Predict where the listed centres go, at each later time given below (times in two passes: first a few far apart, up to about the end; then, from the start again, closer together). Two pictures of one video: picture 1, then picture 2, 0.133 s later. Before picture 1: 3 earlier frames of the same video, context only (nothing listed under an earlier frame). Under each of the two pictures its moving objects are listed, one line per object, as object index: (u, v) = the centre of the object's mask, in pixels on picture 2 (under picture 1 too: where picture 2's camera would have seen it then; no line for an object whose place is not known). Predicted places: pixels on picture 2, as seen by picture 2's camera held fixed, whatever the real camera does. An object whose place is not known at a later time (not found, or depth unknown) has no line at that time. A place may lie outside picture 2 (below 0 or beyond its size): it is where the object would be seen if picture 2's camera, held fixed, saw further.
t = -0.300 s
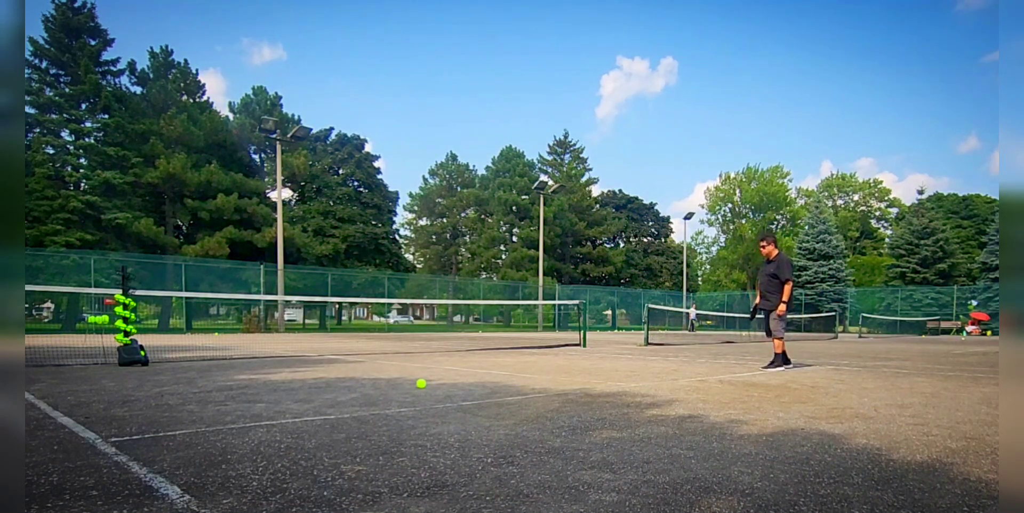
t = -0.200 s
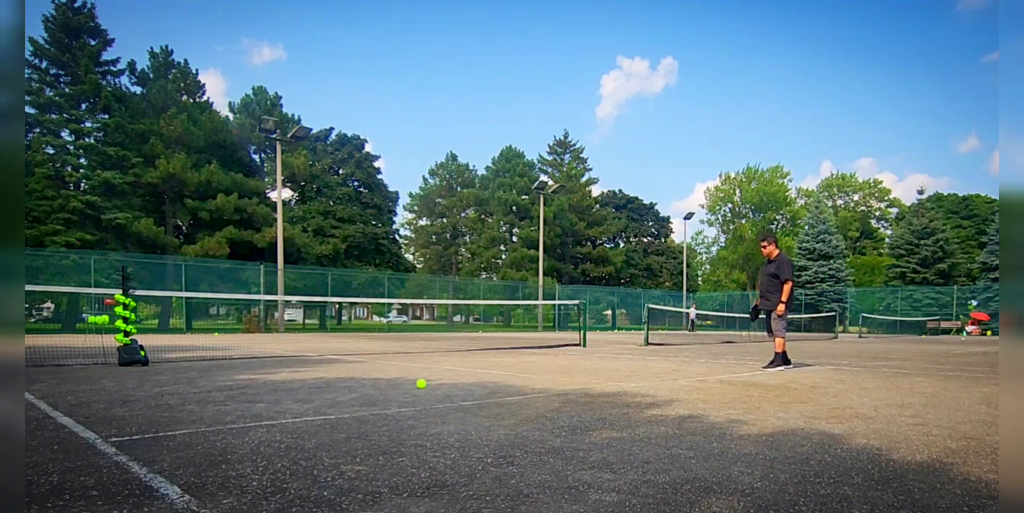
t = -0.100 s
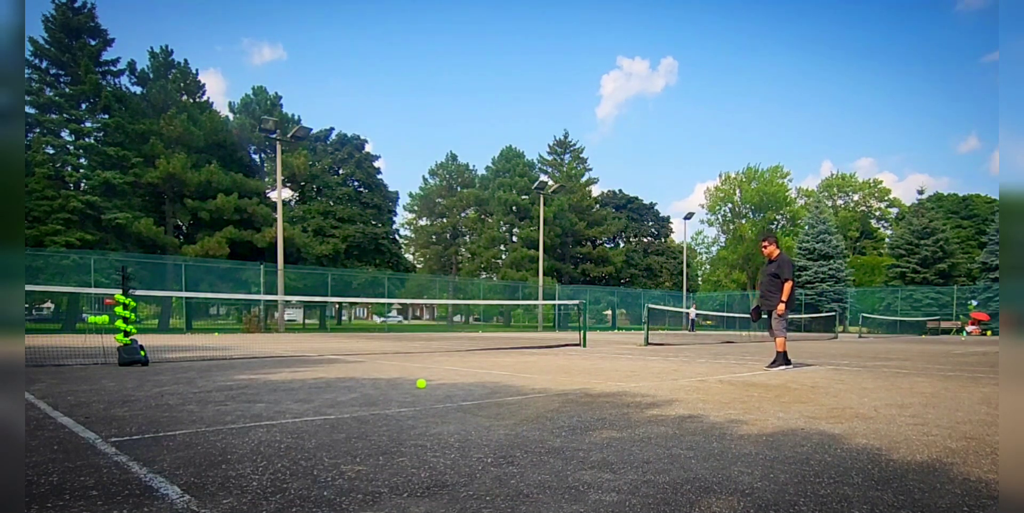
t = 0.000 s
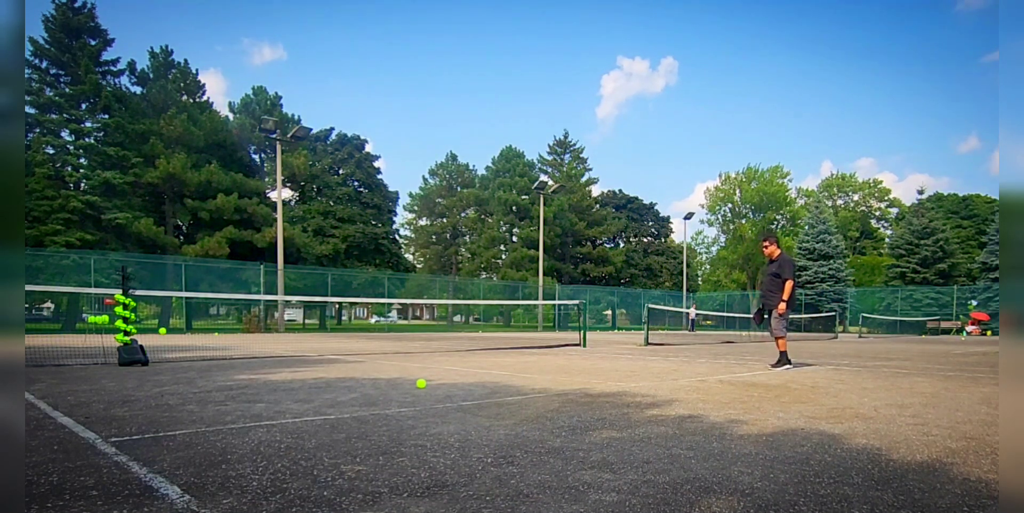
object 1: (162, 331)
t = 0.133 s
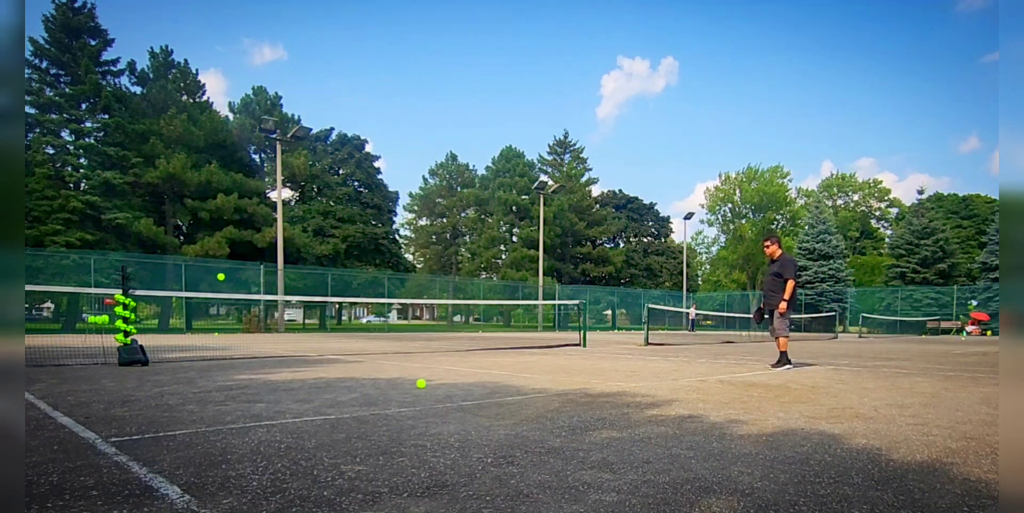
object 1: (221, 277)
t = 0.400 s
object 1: (333, 217)
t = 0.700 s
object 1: (455, 224)
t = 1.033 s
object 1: (578, 314)
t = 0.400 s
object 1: (333, 217)
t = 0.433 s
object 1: (347, 214)
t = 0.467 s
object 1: (361, 212)
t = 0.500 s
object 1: (375, 211)
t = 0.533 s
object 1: (389, 211)
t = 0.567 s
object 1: (402, 212)
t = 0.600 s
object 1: (415, 214)
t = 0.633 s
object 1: (428, 216)
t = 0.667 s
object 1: (442, 219)
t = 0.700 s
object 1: (455, 224)
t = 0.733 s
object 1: (467, 229)
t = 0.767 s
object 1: (480, 235)
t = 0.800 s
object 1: (493, 242)
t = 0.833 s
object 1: (505, 250)
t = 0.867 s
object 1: (518, 258)
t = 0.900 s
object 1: (531, 268)
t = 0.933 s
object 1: (543, 278)
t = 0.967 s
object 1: (555, 289)
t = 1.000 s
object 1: (566, 301)
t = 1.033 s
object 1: (578, 314)
